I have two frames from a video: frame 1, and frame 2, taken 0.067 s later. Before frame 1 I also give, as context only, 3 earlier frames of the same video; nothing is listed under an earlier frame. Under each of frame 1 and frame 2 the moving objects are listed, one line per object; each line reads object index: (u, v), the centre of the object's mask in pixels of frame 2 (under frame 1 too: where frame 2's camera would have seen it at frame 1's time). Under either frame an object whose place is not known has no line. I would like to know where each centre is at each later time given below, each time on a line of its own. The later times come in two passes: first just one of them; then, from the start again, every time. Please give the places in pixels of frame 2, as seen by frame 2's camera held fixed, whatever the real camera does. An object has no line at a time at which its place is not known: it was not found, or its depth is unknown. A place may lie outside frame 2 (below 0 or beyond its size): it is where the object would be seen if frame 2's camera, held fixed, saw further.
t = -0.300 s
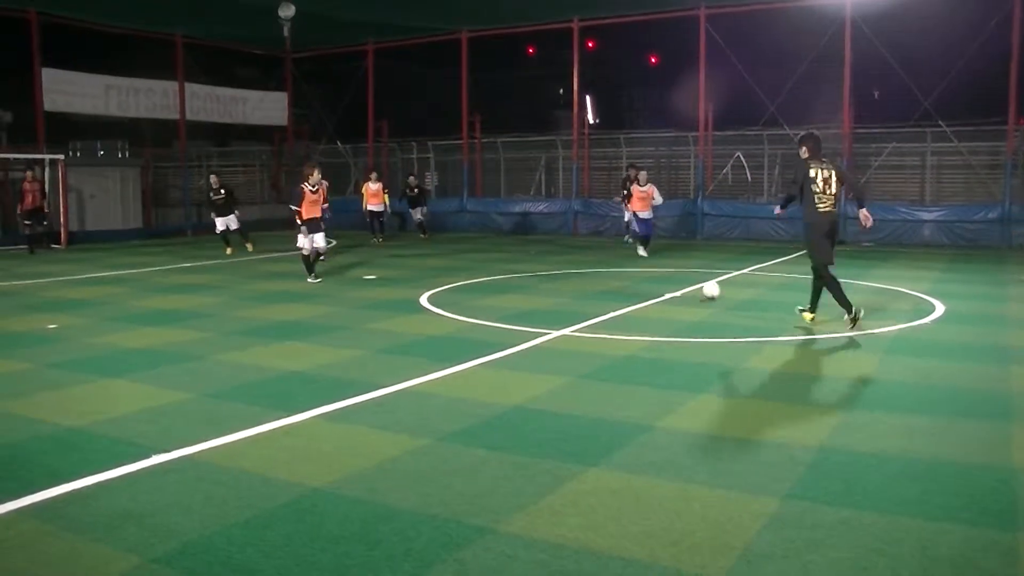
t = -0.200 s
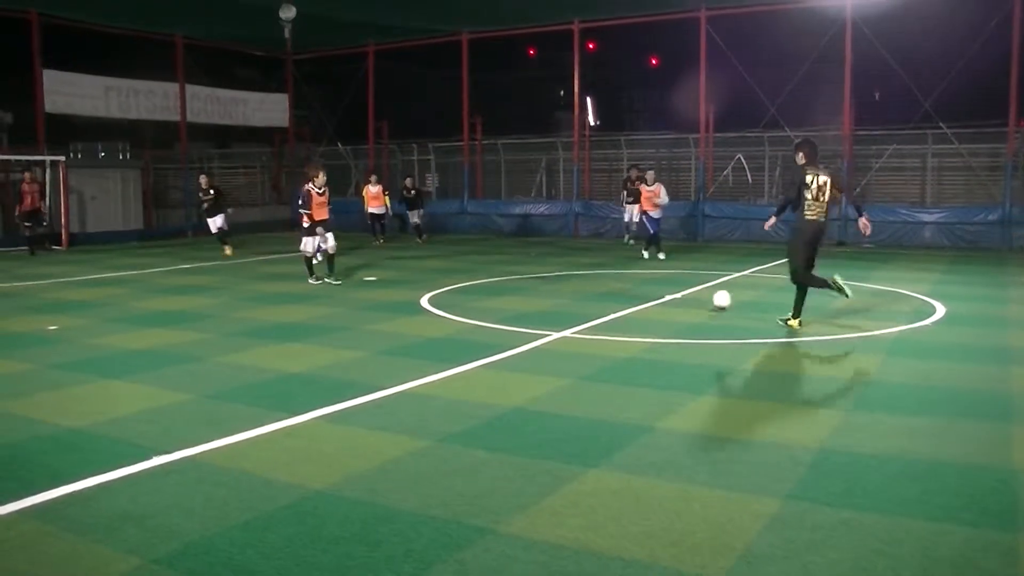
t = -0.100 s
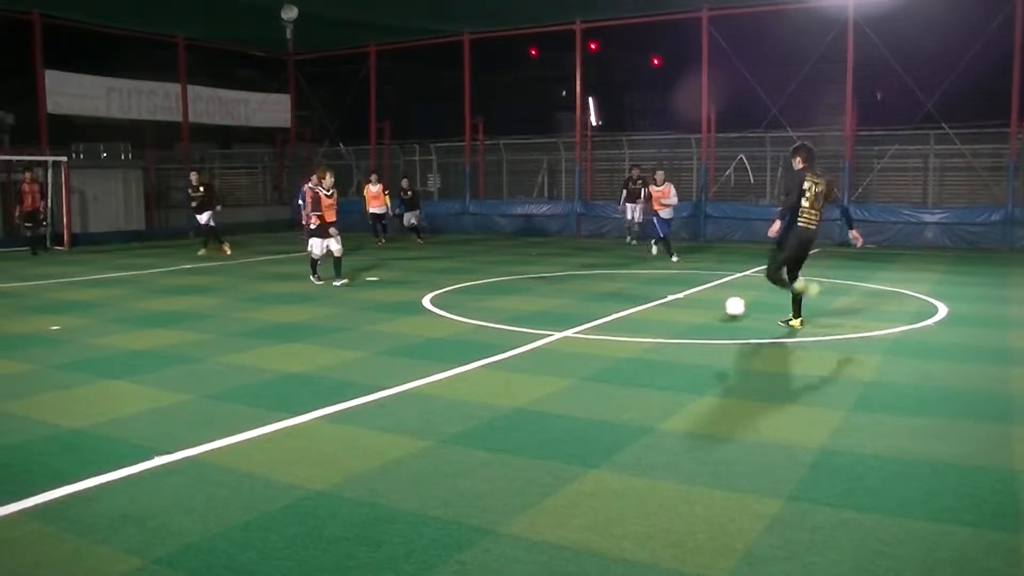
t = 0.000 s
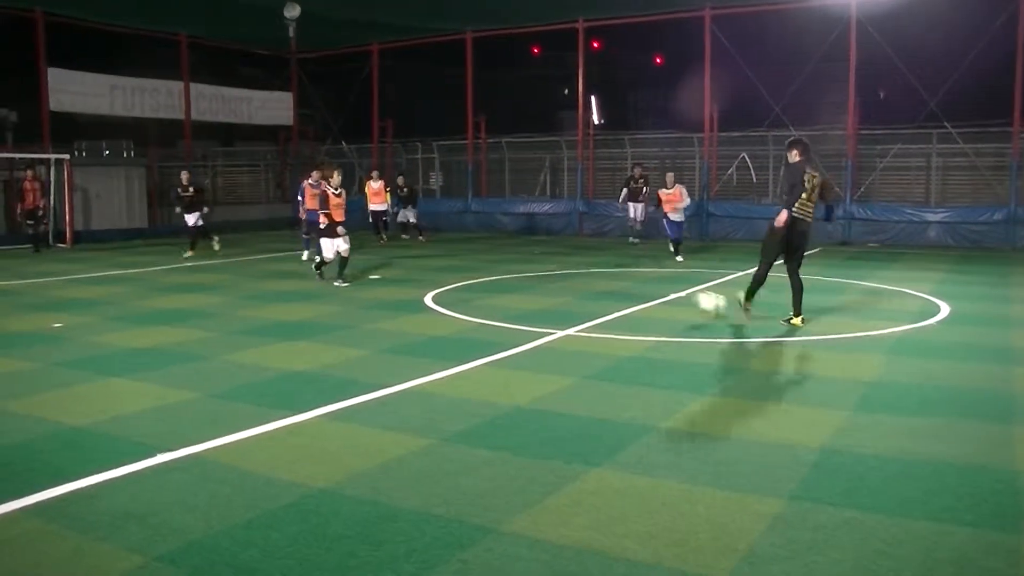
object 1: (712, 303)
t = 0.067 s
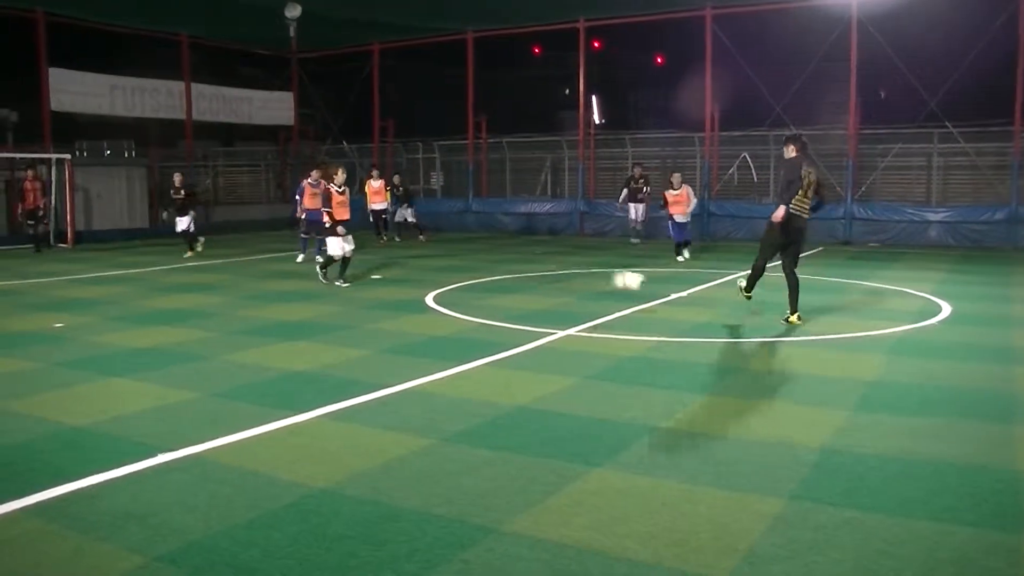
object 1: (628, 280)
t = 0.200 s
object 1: (478, 256)
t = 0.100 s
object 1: (589, 272)
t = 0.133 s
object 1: (551, 266)
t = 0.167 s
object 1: (515, 261)
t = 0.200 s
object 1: (478, 256)
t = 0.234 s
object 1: (443, 253)
